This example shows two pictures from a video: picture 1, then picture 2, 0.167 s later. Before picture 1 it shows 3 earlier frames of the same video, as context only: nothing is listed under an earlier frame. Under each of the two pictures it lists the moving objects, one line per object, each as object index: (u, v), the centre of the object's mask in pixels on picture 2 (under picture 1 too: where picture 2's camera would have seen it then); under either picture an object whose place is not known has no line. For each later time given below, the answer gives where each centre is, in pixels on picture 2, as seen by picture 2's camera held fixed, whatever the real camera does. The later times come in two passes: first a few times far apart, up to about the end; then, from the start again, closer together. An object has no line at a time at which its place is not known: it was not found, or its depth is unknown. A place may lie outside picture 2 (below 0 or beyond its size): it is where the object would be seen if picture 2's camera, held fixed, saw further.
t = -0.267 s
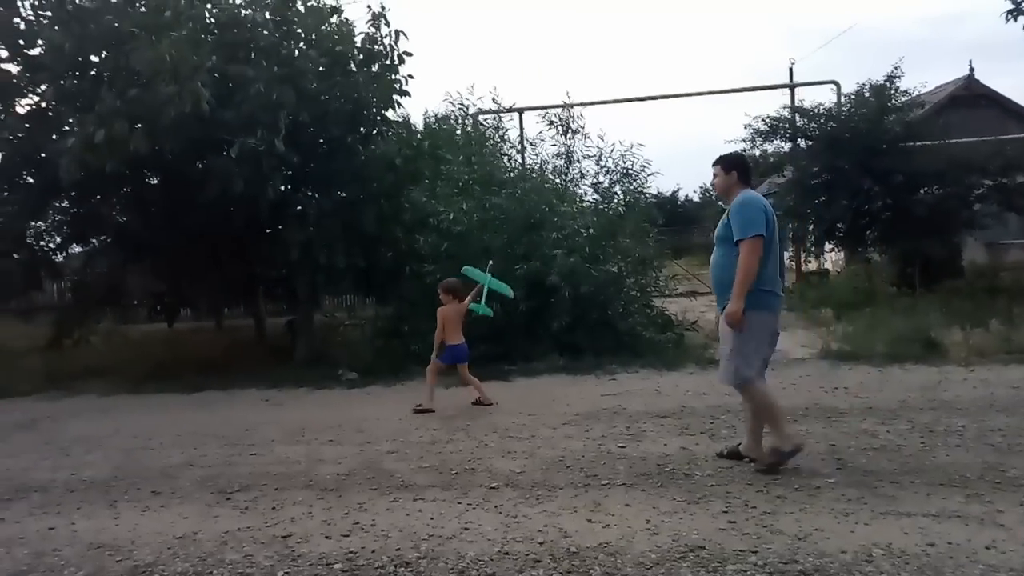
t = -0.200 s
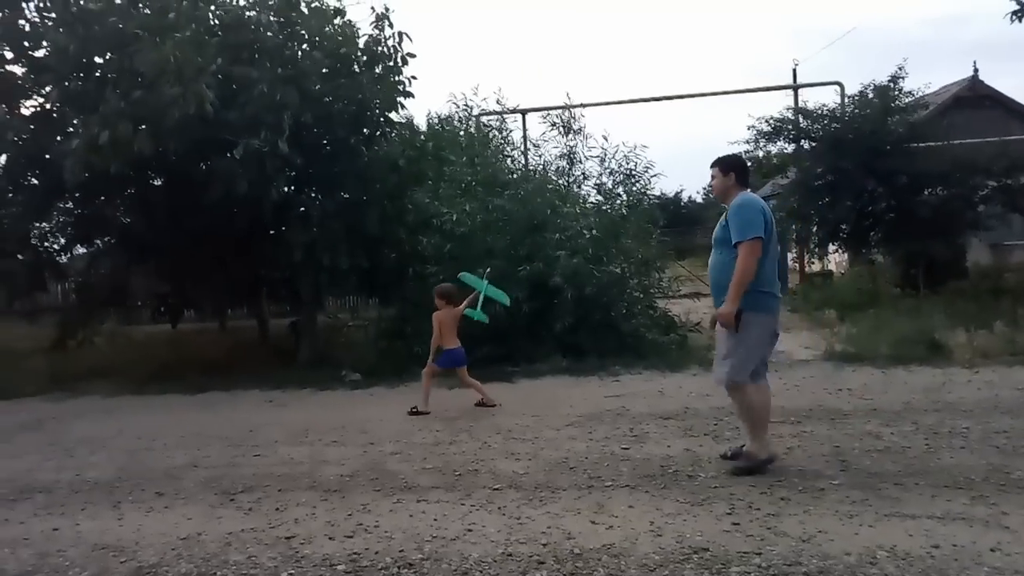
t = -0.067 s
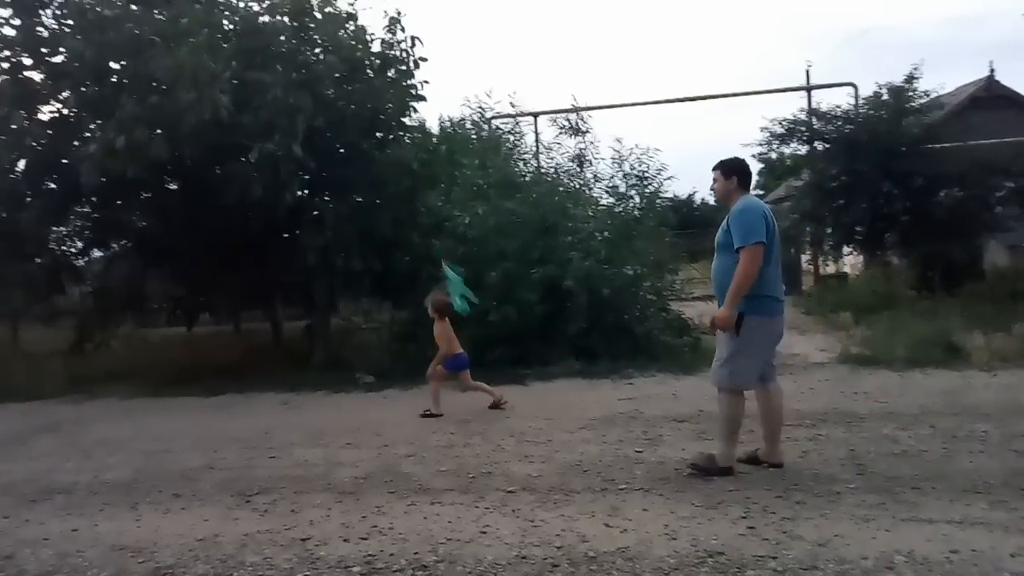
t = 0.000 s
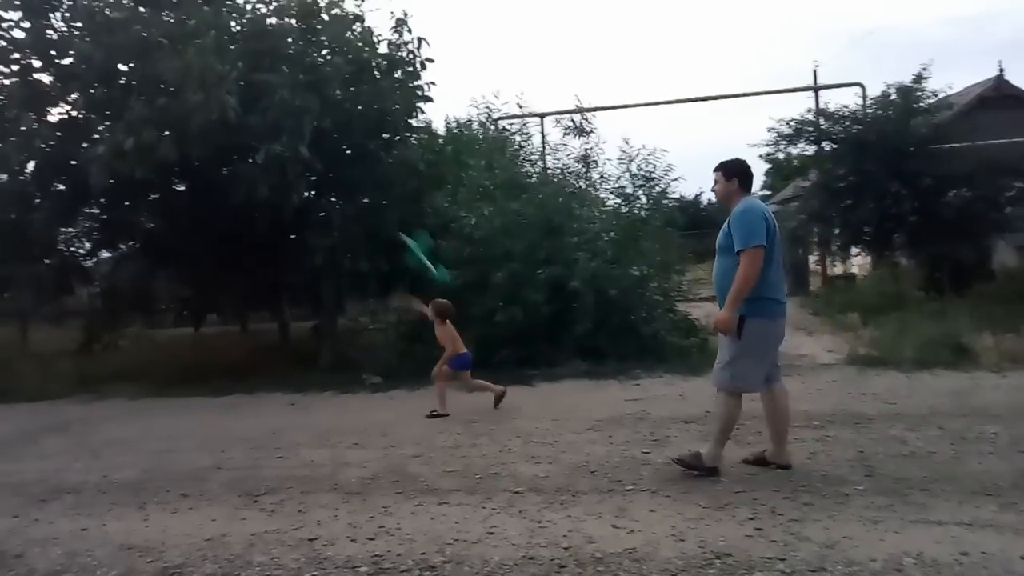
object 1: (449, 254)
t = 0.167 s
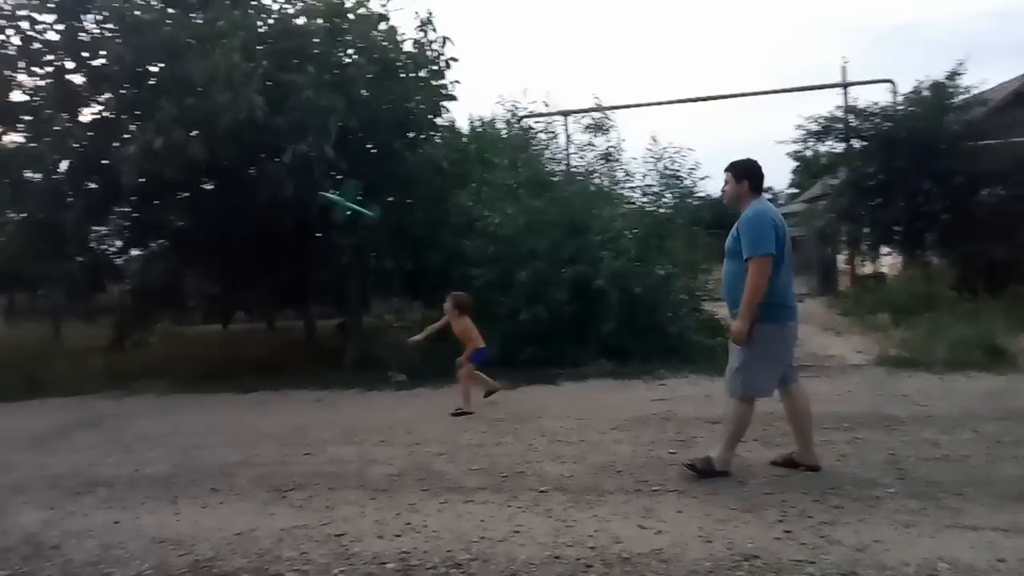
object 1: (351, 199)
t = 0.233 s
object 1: (309, 193)
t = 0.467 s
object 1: (167, 225)
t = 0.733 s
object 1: (12, 319)
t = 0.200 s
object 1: (329, 194)
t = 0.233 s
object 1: (309, 193)
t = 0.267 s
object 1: (289, 192)
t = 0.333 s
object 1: (248, 197)
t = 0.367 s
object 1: (228, 203)
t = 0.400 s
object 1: (206, 208)
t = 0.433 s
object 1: (186, 214)
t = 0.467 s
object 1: (167, 225)
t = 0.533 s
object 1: (127, 247)
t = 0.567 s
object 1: (104, 255)
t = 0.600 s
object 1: (83, 267)
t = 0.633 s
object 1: (66, 278)
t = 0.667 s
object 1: (42, 291)
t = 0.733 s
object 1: (12, 319)
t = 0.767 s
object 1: (-4, 334)
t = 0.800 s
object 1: (-19, 347)
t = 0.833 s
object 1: (-35, 363)
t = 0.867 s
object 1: (-45, 375)
